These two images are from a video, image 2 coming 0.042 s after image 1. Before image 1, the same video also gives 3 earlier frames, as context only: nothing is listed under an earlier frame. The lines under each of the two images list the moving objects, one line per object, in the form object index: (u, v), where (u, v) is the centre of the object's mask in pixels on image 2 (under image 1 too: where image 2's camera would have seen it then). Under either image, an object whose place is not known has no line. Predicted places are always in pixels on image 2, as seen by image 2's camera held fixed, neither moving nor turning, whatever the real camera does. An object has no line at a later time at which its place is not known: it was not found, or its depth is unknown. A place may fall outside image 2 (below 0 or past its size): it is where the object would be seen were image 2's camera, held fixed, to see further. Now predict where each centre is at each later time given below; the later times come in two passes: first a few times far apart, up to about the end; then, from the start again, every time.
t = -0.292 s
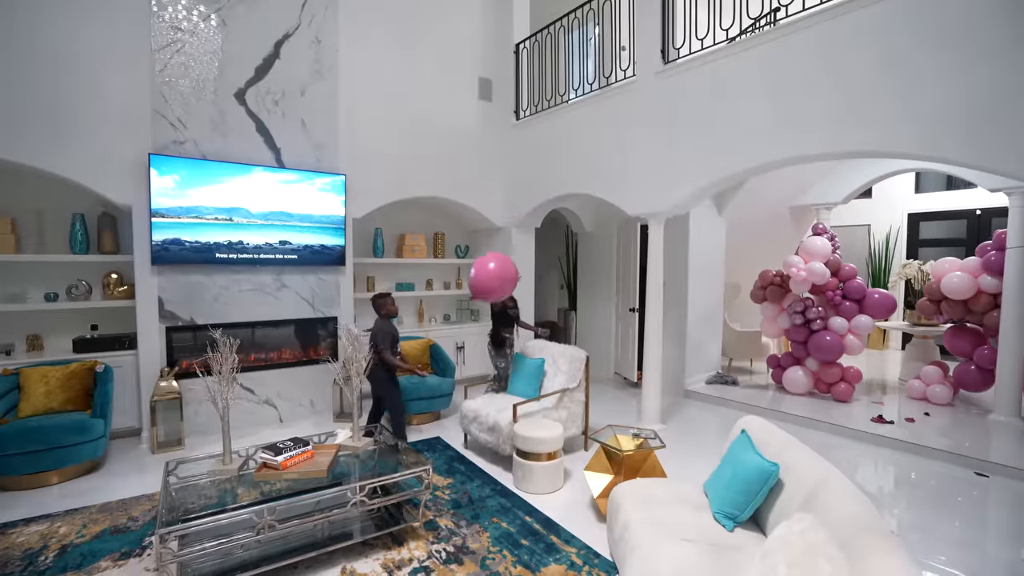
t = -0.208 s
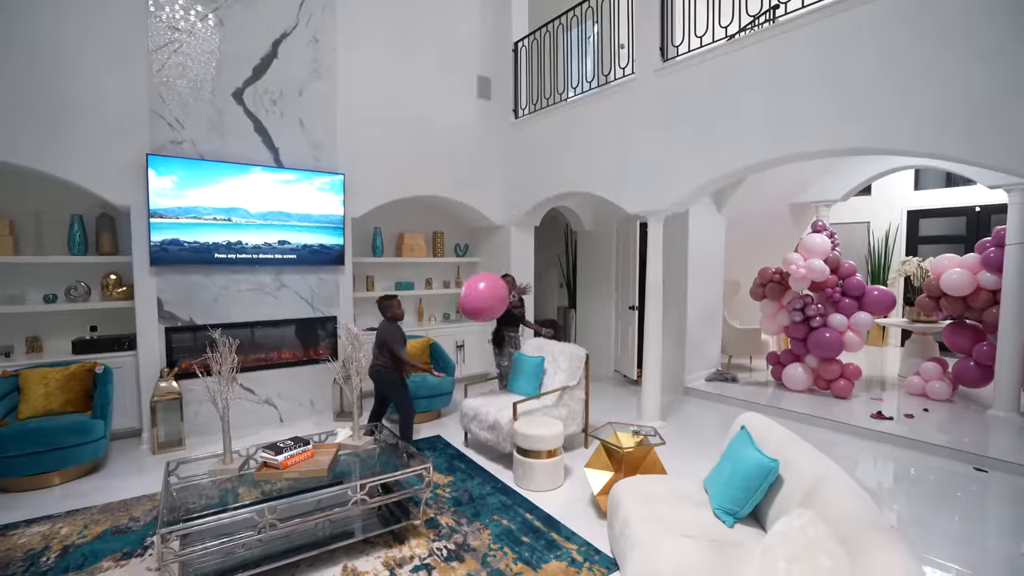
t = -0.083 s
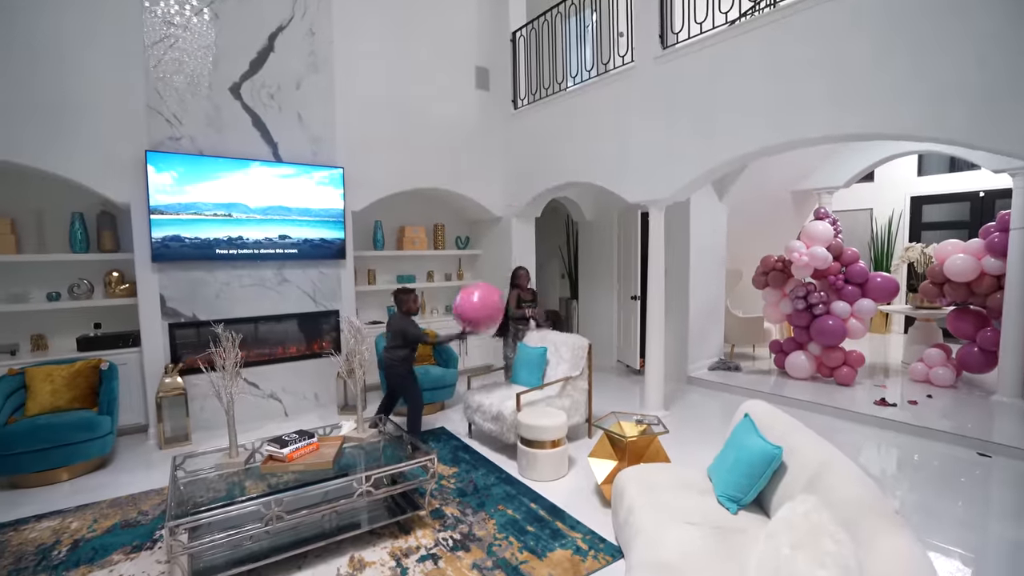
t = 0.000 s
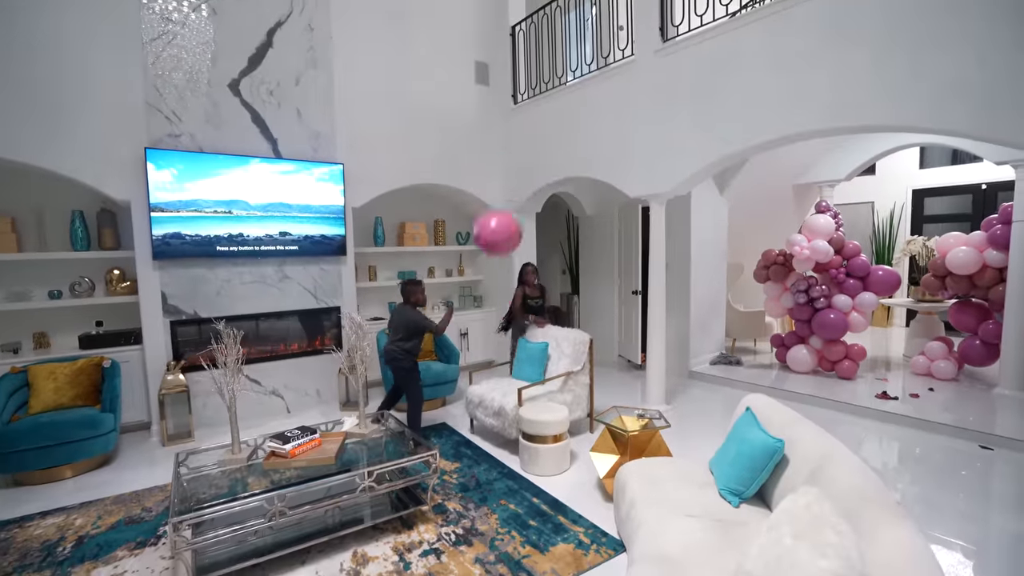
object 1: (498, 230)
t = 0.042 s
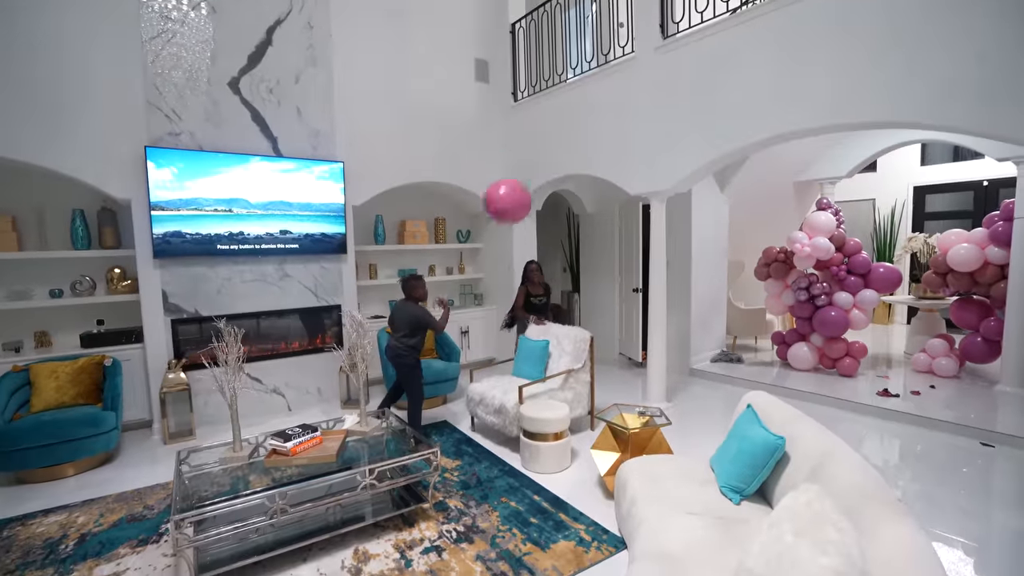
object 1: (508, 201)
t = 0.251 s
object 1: (559, 100)
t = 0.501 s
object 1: (602, 43)
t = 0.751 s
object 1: (618, 25)
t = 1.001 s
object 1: (592, 22)
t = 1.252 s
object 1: (567, 37)
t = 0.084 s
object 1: (517, 174)
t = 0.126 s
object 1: (528, 152)
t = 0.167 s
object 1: (539, 132)
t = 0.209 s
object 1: (549, 115)
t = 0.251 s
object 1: (559, 100)
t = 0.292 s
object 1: (568, 87)
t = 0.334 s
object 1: (576, 76)
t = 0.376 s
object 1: (584, 65)
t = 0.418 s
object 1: (590, 56)
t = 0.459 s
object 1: (597, 49)
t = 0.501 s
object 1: (602, 43)
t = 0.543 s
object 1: (607, 38)
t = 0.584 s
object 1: (611, 34)
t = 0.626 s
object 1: (615, 31)
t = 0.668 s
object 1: (618, 29)
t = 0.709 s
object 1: (621, 27)
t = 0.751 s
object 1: (618, 25)
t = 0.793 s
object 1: (614, 24)
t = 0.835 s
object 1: (608, 23)
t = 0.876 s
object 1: (604, 22)
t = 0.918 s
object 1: (600, 21)
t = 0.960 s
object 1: (596, 21)
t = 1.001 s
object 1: (592, 22)
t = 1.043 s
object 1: (588, 24)
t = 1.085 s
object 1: (583, 25)
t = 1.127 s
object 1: (579, 28)
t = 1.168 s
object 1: (575, 30)
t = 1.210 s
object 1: (571, 34)
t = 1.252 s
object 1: (567, 37)
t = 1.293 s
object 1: (562, 42)
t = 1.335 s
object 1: (558, 46)
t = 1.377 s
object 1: (554, 51)
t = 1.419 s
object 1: (551, 57)
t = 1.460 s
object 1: (549, 65)
